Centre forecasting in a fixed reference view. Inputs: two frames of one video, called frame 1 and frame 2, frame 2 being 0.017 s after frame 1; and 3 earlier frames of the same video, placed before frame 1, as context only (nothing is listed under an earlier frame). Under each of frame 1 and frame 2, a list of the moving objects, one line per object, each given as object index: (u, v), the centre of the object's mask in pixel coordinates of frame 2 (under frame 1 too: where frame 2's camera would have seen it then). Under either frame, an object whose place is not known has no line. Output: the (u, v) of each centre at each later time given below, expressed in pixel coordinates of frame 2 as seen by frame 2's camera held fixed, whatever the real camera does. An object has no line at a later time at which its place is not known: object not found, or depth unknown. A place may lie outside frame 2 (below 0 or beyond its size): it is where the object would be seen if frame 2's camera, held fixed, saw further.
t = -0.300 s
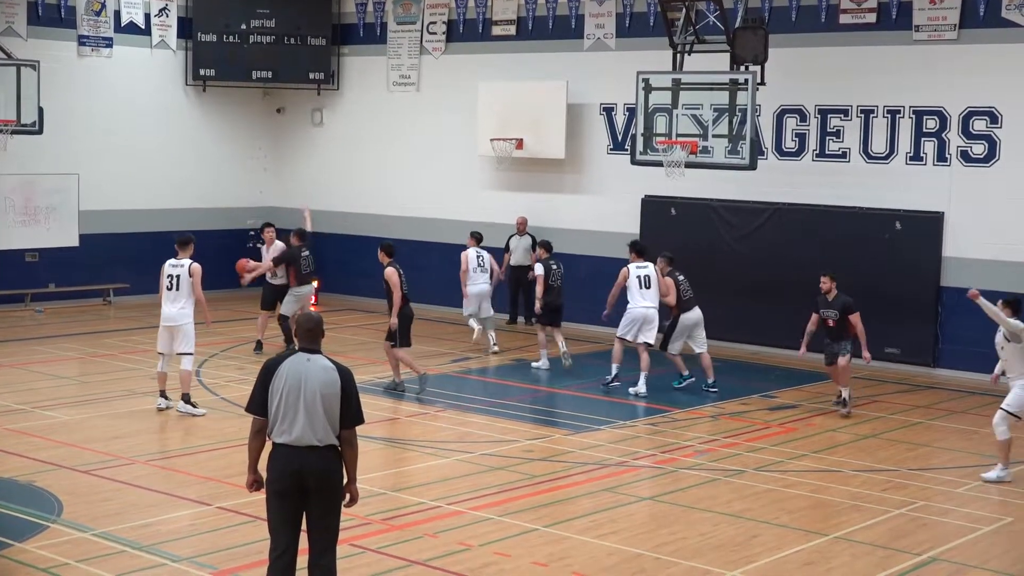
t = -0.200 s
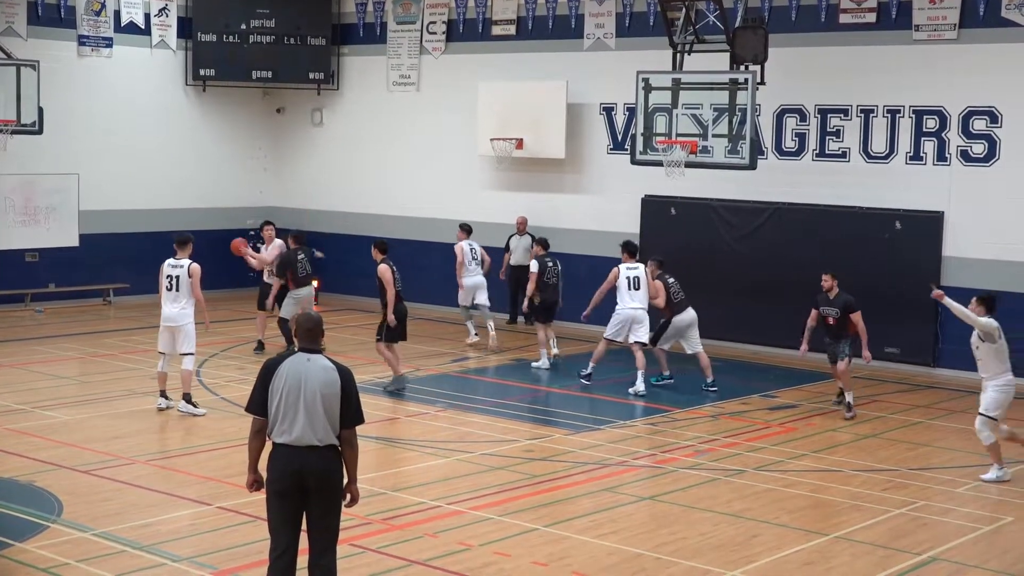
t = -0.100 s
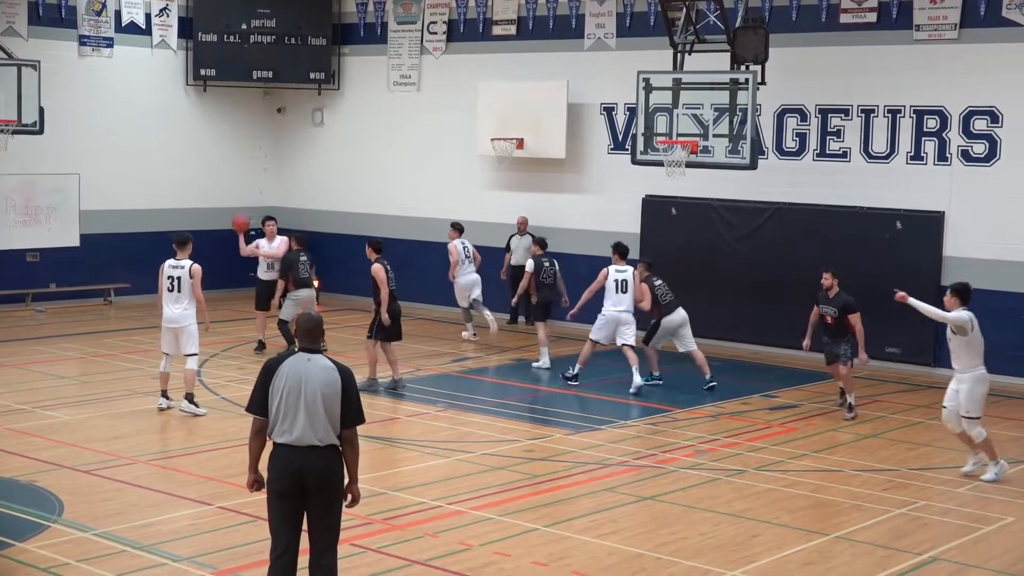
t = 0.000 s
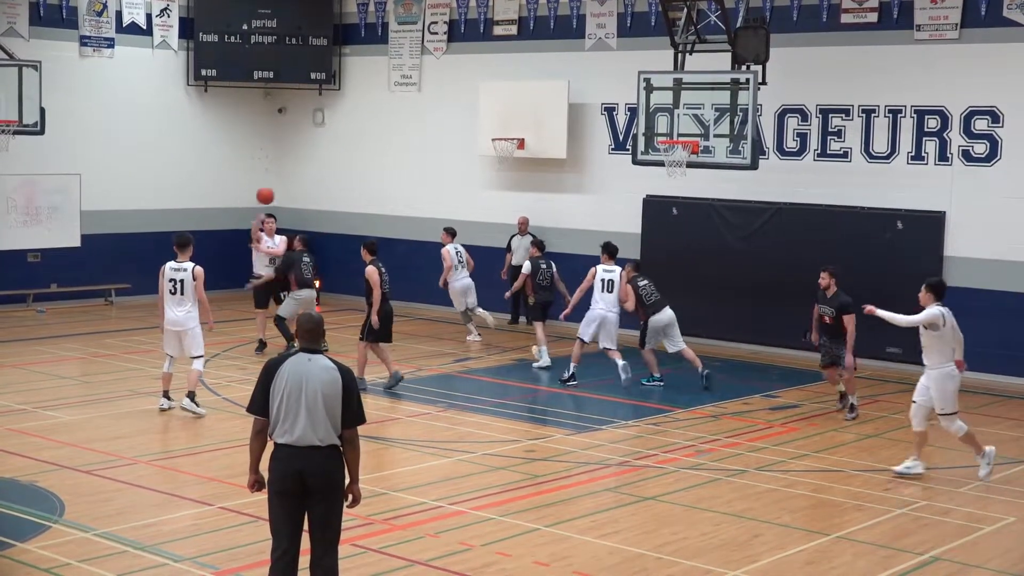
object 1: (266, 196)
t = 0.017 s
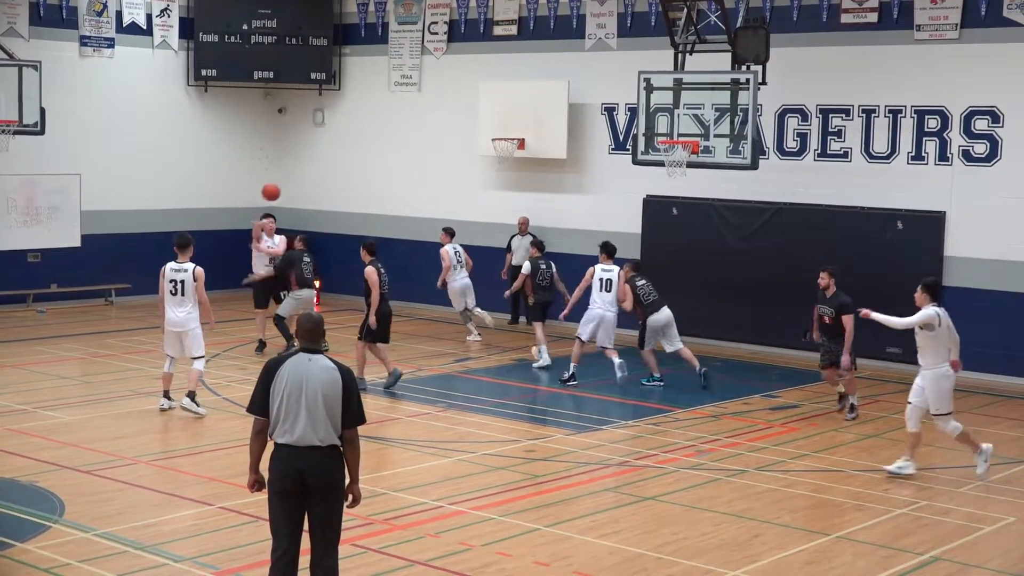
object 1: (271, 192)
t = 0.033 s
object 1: (277, 188)
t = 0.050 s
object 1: (283, 185)
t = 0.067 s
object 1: (289, 181)
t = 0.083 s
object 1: (294, 178)
